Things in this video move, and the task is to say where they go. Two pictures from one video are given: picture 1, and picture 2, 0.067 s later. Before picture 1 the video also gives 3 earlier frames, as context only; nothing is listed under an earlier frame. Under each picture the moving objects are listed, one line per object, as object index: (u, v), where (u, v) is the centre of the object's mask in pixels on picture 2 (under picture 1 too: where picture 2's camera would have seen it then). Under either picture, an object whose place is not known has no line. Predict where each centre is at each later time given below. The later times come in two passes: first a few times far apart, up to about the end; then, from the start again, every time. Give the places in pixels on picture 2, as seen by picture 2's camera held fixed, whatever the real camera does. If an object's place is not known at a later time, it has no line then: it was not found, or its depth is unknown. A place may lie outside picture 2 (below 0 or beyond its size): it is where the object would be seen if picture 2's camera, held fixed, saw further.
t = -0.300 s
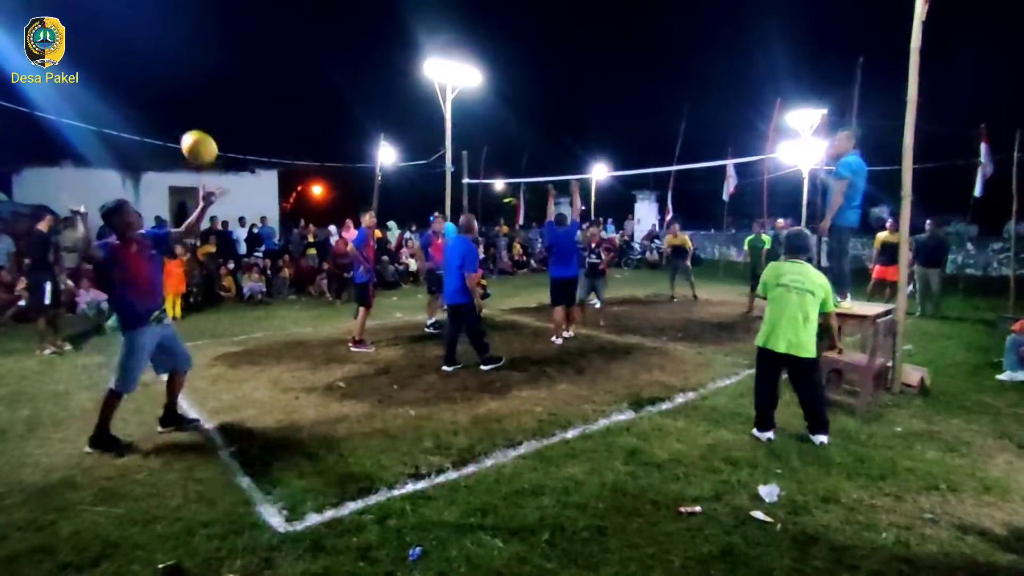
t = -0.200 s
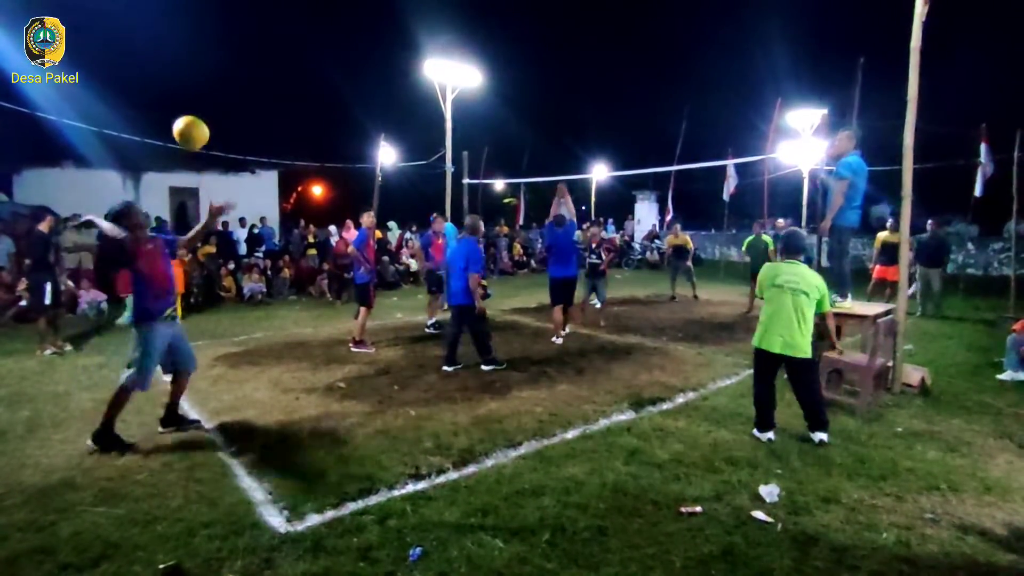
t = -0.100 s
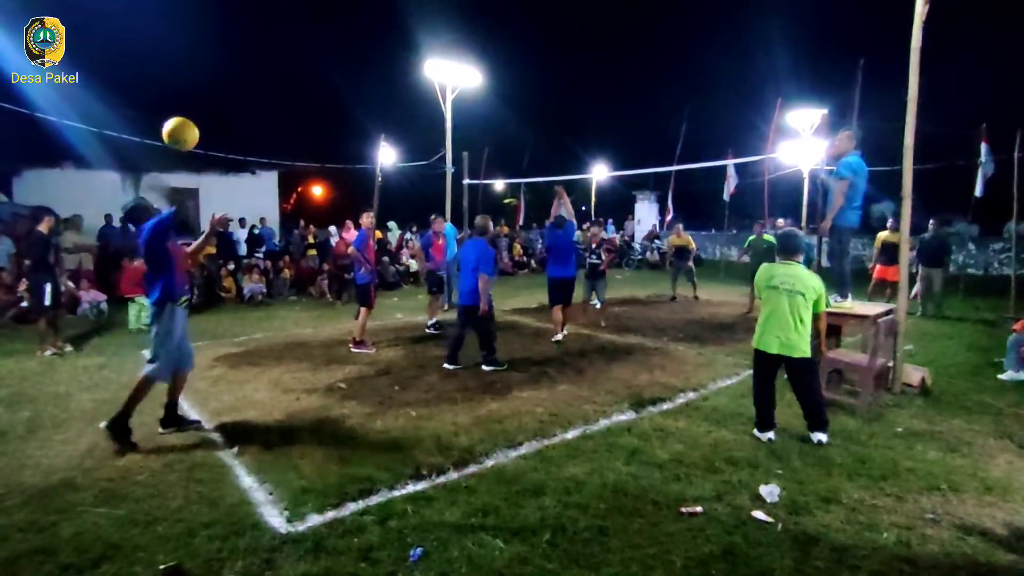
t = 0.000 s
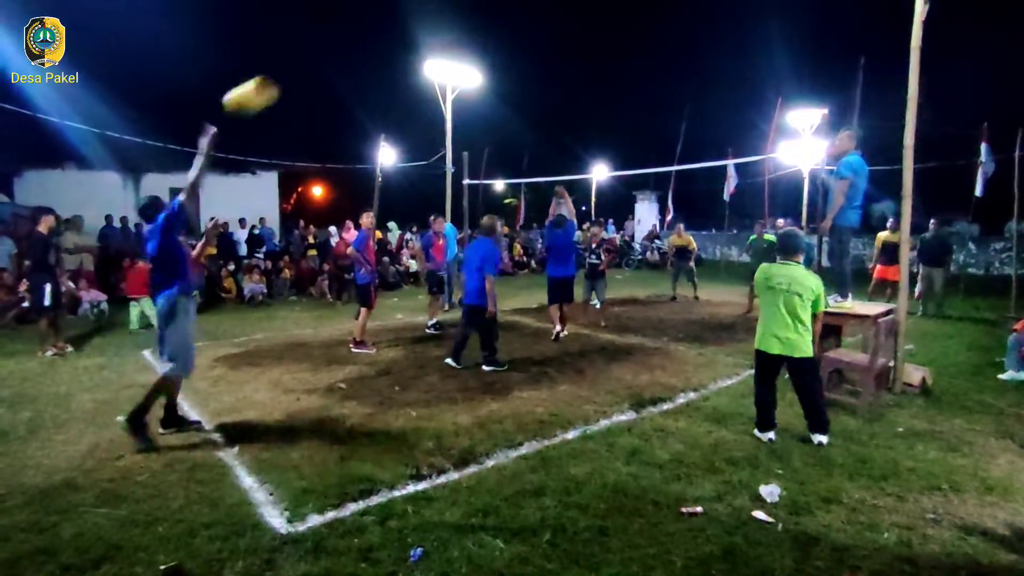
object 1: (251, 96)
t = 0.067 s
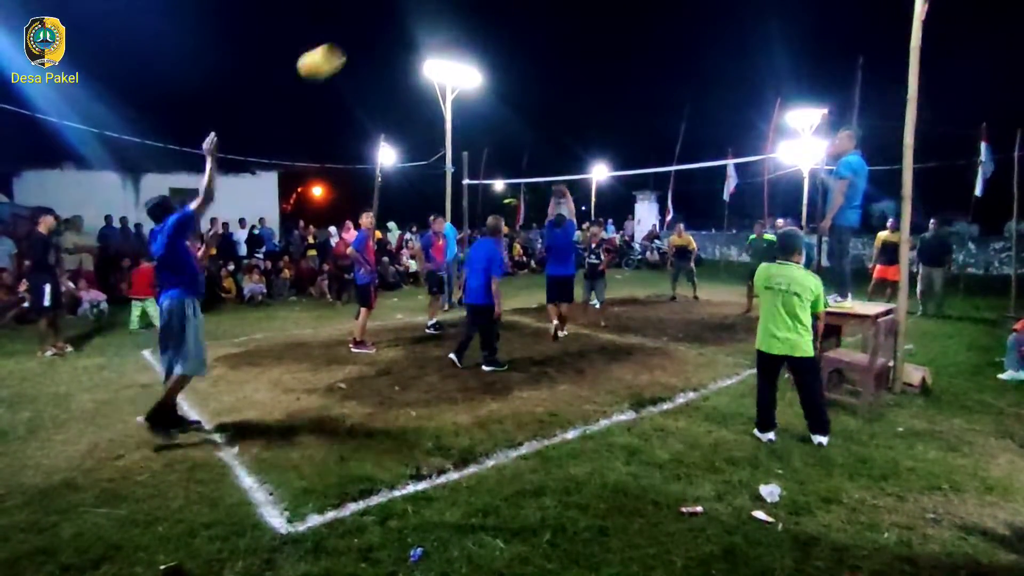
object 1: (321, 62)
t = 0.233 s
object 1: (452, 16)
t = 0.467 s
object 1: (570, 17)
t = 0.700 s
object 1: (643, 57)
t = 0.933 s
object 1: (690, 121)
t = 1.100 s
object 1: (714, 174)
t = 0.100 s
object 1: (351, 49)
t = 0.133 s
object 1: (380, 38)
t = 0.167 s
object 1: (406, 28)
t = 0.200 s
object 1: (430, 21)
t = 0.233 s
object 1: (452, 16)
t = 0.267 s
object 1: (473, 12)
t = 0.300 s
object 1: (492, 10)
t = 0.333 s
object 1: (510, 10)
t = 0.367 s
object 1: (527, 10)
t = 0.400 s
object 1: (542, 11)
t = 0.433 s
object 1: (557, 13)
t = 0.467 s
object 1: (570, 17)
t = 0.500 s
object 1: (582, 21)
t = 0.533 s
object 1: (594, 26)
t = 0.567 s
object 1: (605, 31)
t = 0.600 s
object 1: (615, 37)
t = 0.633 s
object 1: (625, 44)
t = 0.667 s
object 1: (635, 51)
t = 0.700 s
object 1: (643, 57)
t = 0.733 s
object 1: (651, 65)
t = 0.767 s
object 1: (659, 74)
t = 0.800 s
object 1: (666, 83)
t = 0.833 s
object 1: (672, 92)
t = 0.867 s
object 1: (679, 101)
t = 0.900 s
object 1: (685, 111)
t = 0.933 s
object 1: (690, 121)
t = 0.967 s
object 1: (696, 131)
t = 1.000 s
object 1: (701, 141)
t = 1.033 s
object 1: (705, 152)
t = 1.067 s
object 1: (710, 162)
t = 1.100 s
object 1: (714, 174)
